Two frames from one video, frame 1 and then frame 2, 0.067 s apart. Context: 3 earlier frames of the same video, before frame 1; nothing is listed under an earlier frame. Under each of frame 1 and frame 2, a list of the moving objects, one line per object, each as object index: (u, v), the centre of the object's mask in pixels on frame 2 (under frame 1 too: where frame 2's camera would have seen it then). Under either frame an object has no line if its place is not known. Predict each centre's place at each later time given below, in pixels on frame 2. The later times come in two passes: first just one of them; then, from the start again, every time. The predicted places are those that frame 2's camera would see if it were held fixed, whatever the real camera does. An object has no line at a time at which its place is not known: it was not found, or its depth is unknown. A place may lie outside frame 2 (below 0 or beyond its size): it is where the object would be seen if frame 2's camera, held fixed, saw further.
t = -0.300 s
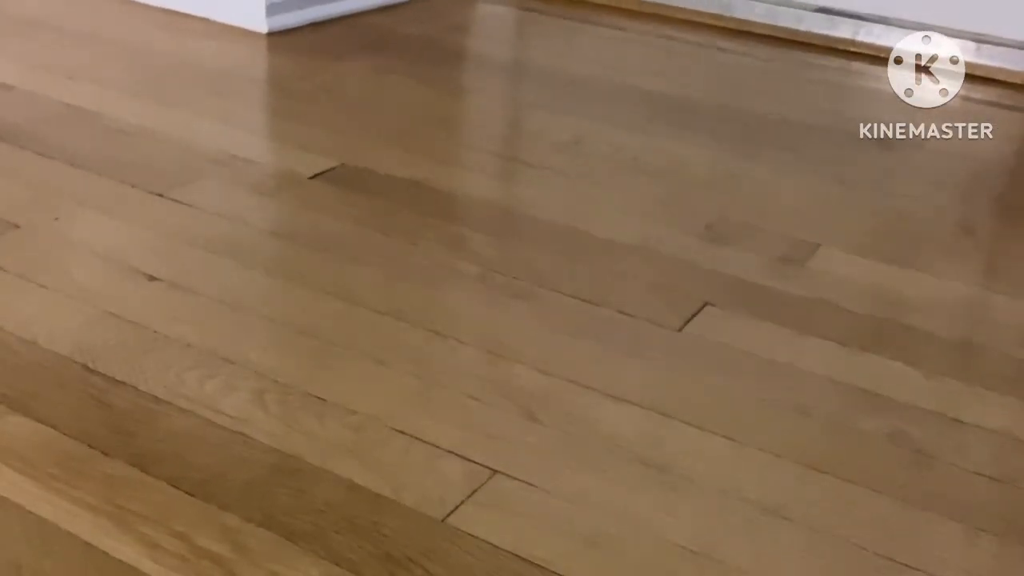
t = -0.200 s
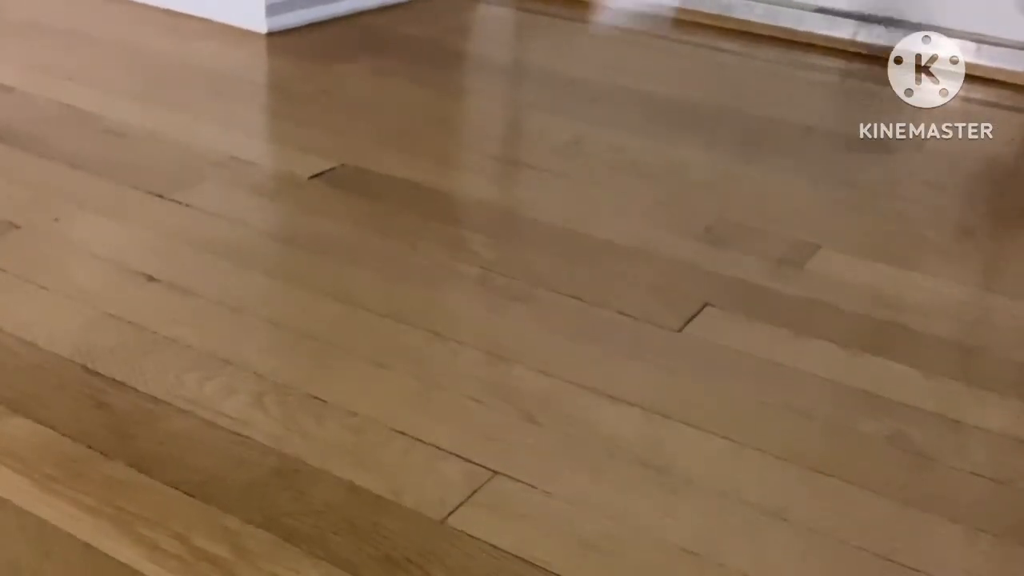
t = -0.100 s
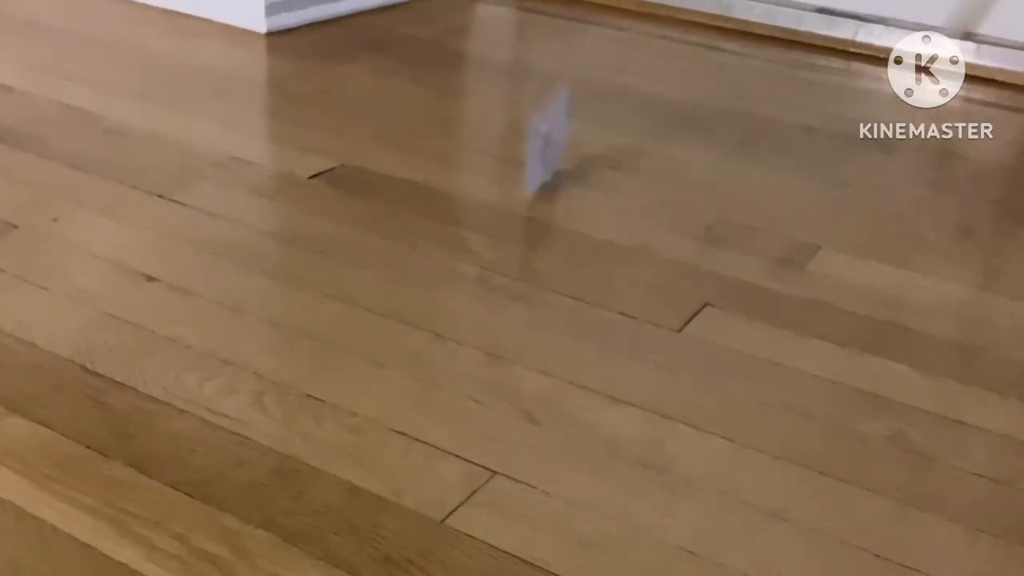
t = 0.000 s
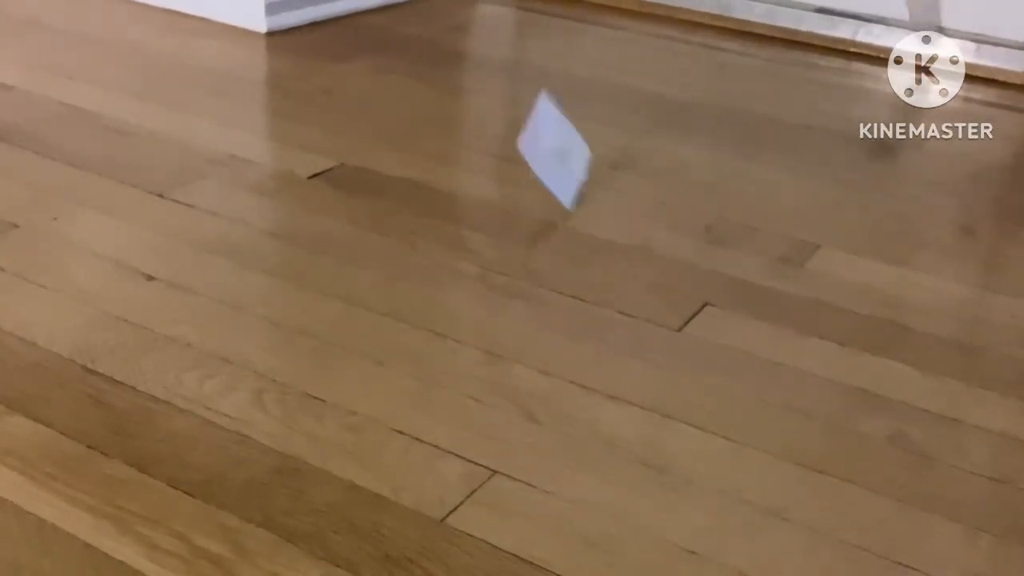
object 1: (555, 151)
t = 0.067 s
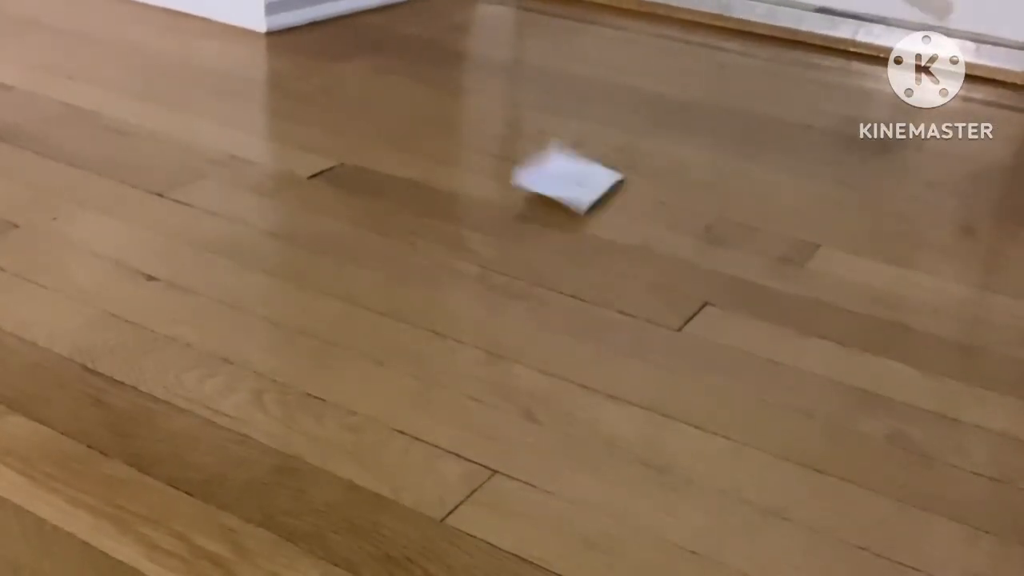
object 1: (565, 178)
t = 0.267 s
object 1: (605, 173)
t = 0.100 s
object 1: (577, 177)
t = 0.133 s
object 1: (584, 176)
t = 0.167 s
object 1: (592, 178)
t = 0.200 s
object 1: (597, 178)
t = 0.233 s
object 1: (602, 176)
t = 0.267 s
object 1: (605, 173)
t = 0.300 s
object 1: (608, 171)
